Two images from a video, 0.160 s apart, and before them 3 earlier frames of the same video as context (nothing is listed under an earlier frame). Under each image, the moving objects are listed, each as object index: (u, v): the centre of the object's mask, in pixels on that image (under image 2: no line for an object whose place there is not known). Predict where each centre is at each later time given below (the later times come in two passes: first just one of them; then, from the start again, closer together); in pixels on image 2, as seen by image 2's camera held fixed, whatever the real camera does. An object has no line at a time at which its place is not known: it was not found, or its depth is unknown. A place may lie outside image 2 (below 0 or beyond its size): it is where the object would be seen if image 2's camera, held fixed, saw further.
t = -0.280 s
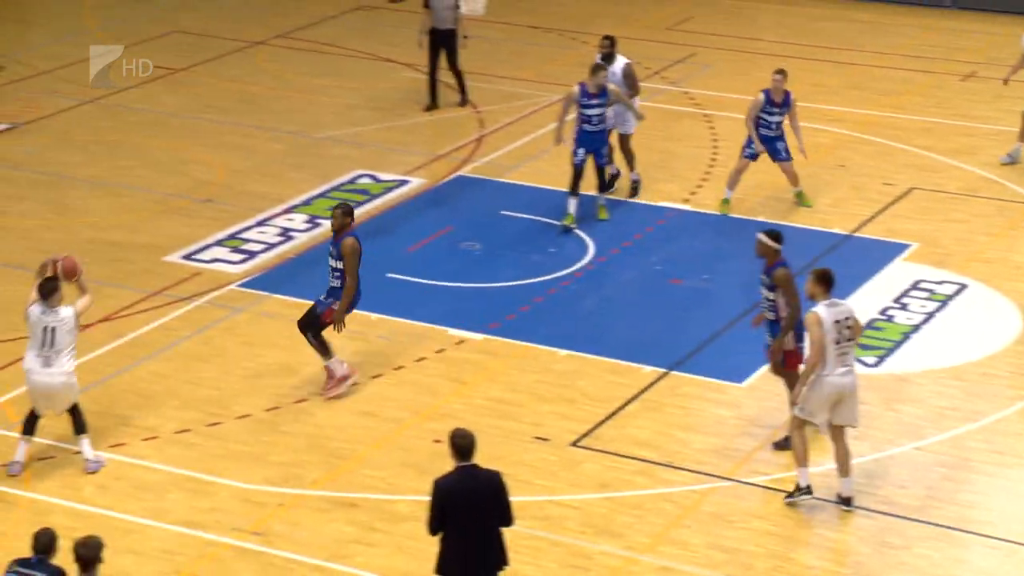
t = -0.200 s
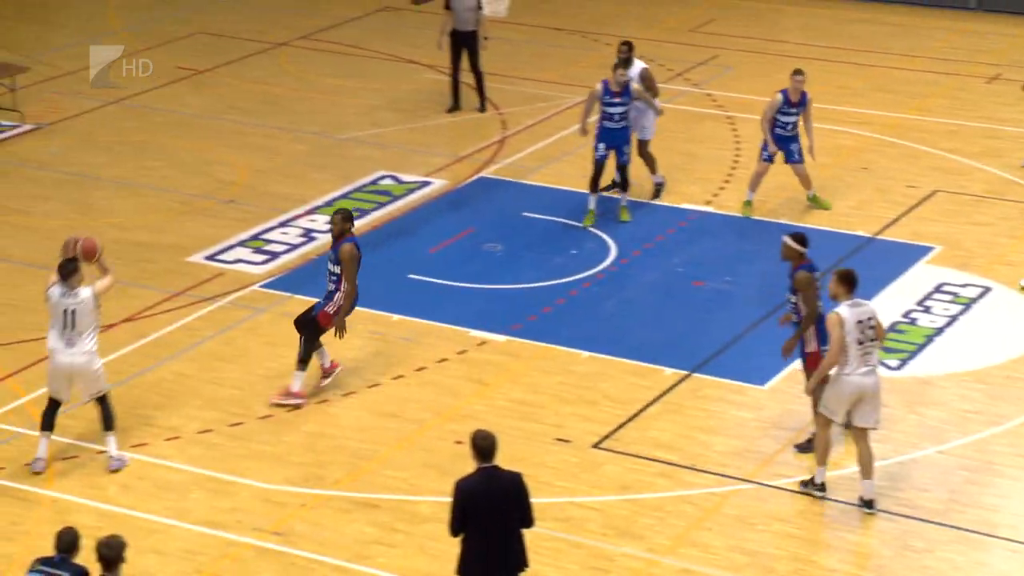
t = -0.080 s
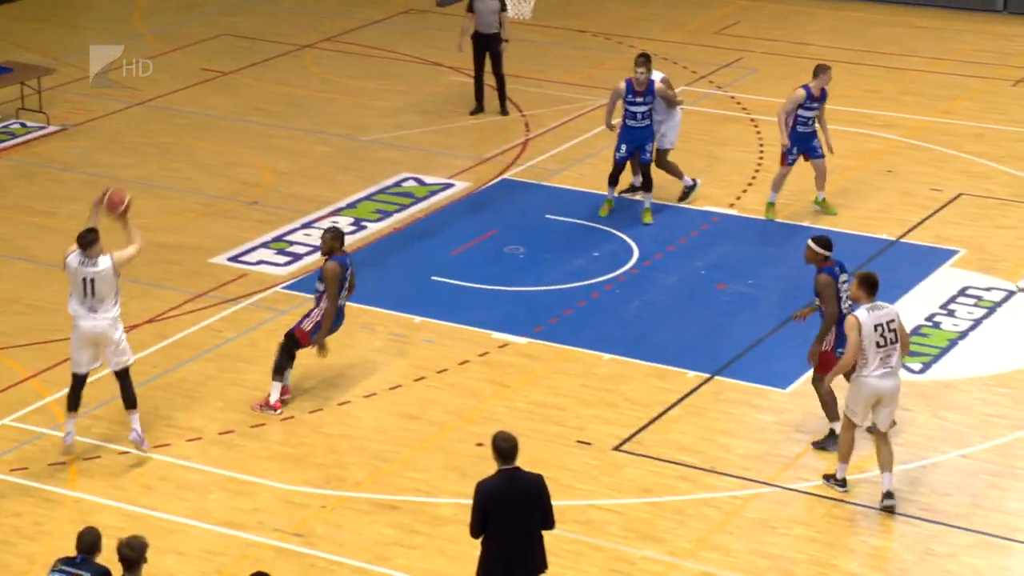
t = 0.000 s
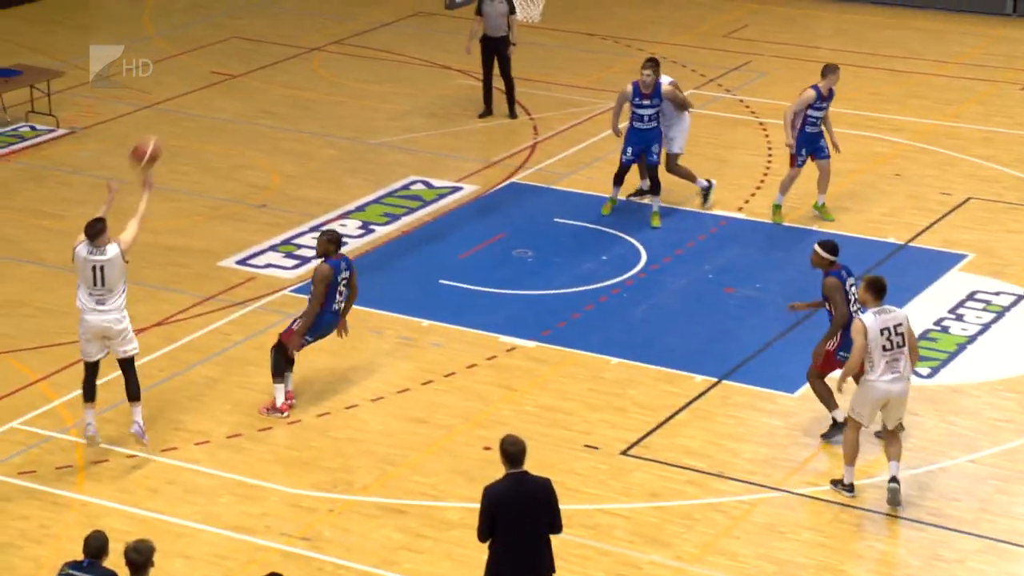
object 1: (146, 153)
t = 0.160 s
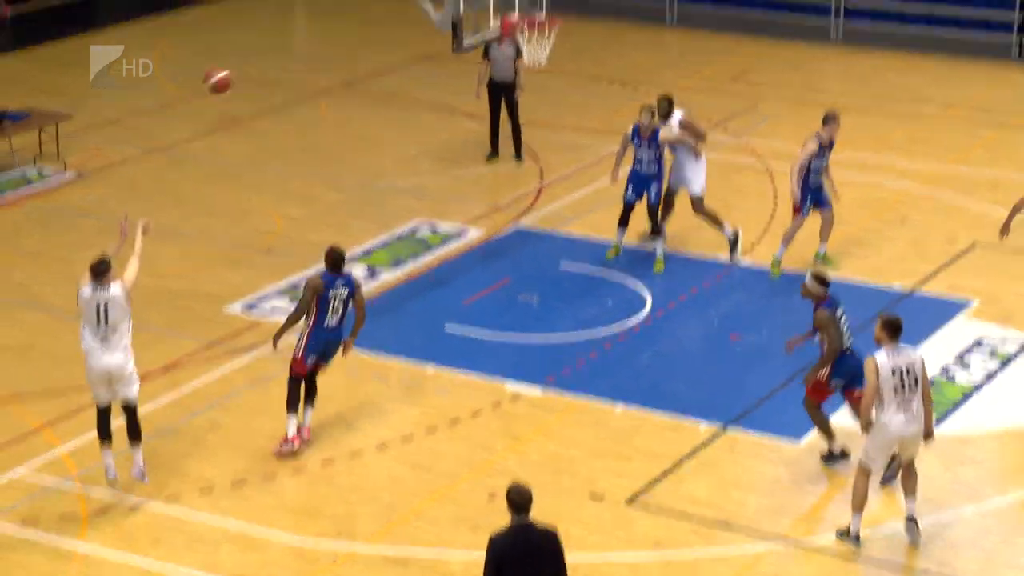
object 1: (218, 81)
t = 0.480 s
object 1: (338, -51)
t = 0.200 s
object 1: (233, 56)
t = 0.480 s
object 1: (338, -51)
